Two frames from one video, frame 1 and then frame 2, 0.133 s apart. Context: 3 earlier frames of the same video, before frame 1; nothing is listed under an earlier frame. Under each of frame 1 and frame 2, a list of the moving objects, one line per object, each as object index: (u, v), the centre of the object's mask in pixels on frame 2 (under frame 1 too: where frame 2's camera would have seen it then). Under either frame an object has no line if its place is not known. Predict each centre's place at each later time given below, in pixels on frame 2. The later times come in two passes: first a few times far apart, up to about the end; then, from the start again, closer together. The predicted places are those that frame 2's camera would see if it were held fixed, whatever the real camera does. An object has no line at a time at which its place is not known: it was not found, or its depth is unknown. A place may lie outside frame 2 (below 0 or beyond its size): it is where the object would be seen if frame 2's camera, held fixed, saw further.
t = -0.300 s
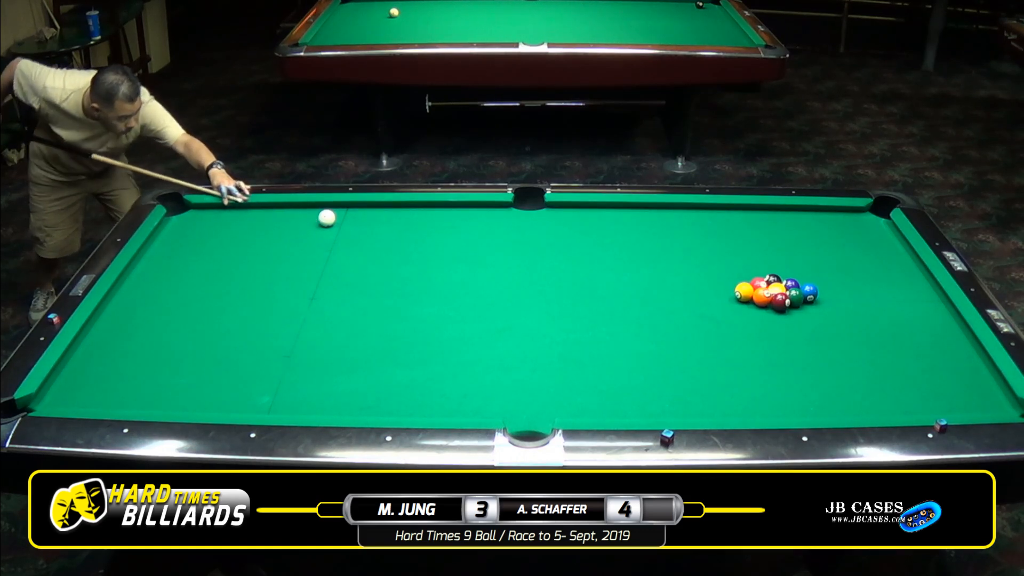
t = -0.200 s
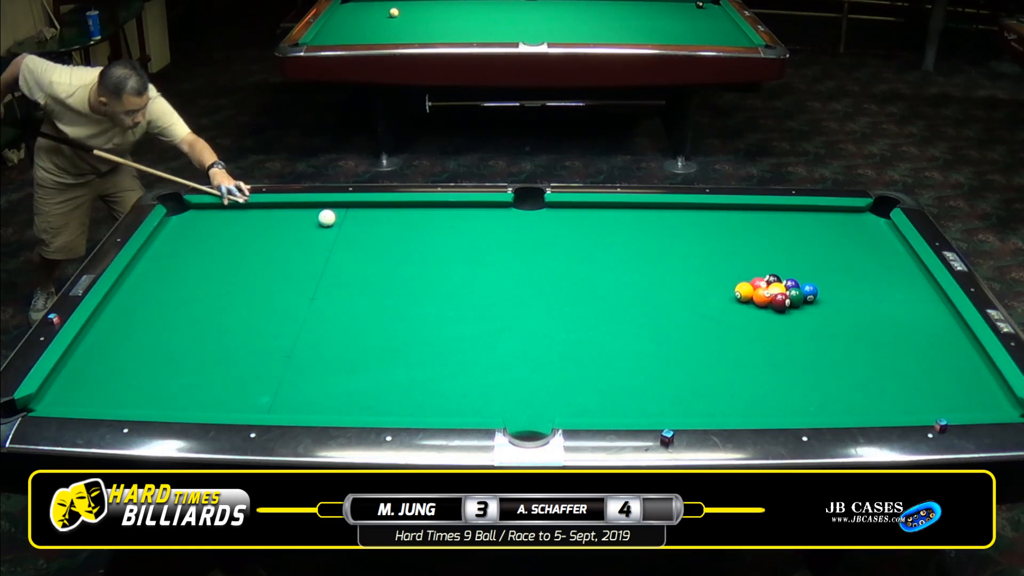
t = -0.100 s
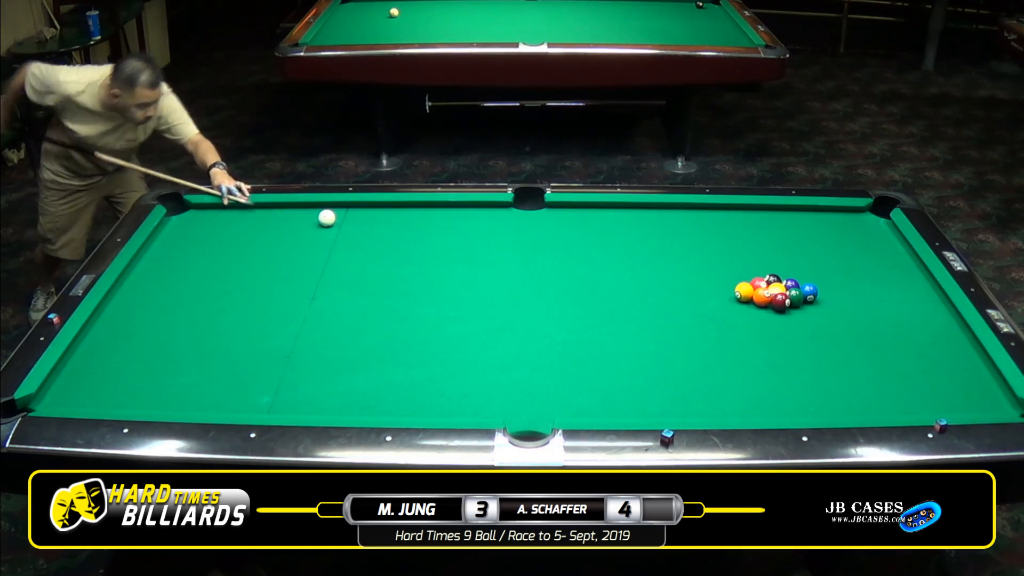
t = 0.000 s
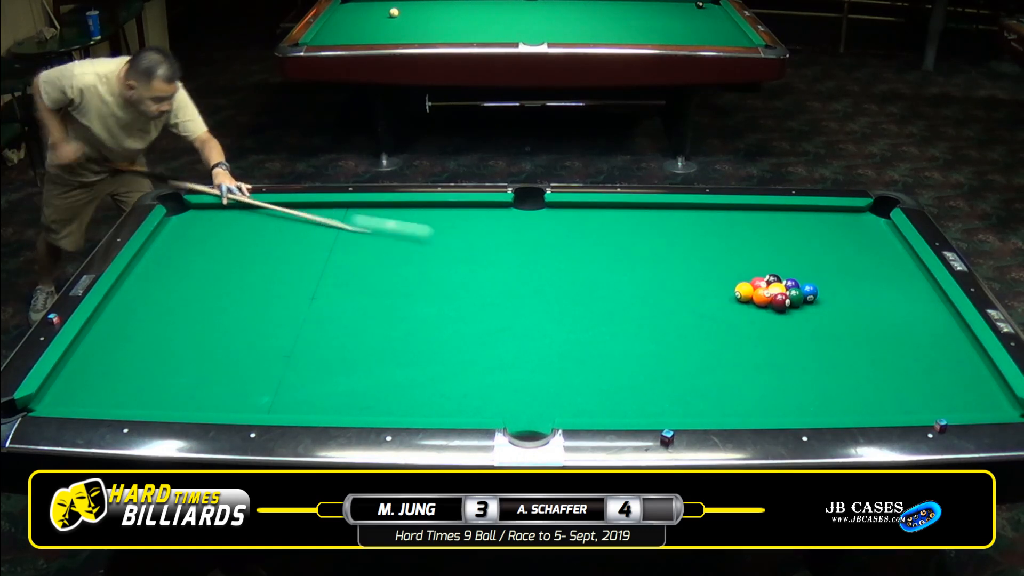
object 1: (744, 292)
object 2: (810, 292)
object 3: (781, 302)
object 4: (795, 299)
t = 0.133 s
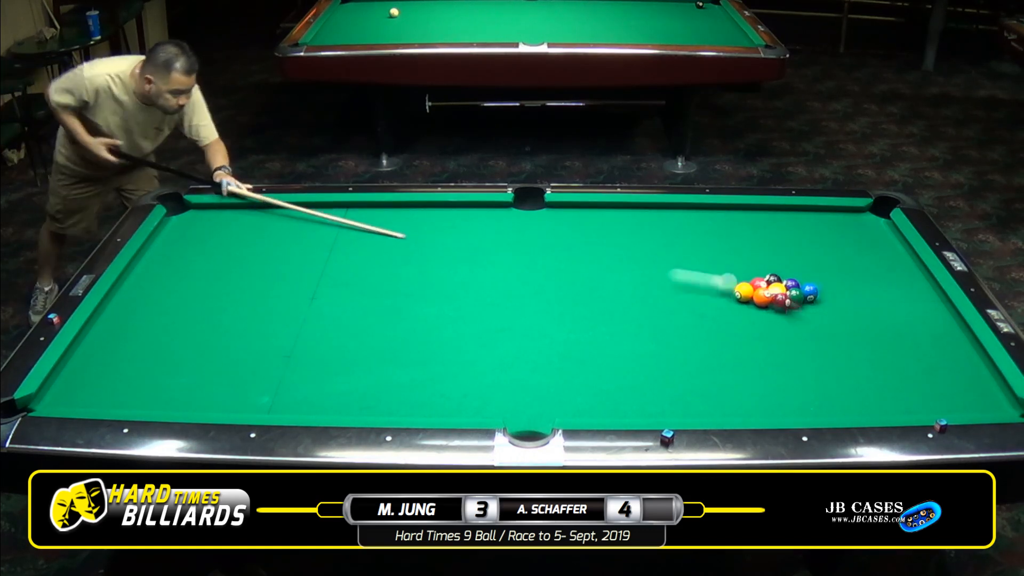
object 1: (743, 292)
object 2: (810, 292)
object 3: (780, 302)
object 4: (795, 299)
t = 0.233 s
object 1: (725, 302)
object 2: (866, 274)
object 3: (916, 385)
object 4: (803, 302)
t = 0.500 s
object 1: (668, 332)
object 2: (857, 246)
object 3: (926, 303)
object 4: (826, 309)
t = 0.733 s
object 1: (615, 360)
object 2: (777, 229)
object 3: (867, 273)
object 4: (843, 316)
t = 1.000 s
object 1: (549, 395)
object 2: (691, 210)
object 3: (817, 254)
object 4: (862, 324)
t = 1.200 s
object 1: (507, 410)
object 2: (641, 212)
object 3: (781, 240)
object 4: (875, 328)
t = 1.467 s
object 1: (500, 387)
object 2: (579, 224)
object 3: (737, 224)
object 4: (890, 335)
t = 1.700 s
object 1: (495, 369)
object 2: (523, 233)
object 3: (702, 210)
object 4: (902, 339)
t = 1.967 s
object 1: (489, 350)
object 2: (458, 245)
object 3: (654, 211)
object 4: (915, 345)
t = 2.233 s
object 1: (485, 333)
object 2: (393, 257)
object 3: (602, 218)
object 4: (925, 349)
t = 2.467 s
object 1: (481, 320)
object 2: (336, 267)
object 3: (558, 224)
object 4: (932, 352)
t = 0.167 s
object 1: (739, 294)
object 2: (826, 286)
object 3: (822, 325)
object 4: (796, 300)
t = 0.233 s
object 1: (725, 302)
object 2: (866, 274)
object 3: (916, 385)
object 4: (803, 302)
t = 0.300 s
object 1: (711, 310)
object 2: (896, 264)
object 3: (960, 386)
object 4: (809, 304)
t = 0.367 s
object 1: (697, 317)
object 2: (906, 257)
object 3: (964, 352)
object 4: (815, 306)
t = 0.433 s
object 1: (683, 325)
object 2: (880, 252)
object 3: (957, 325)
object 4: (820, 307)
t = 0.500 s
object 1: (668, 332)
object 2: (857, 246)
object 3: (926, 303)
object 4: (826, 309)
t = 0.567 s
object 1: (654, 340)
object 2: (834, 241)
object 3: (899, 283)
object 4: (831, 311)
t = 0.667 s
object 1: (631, 352)
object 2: (799, 234)
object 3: (880, 277)
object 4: (838, 314)
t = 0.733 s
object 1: (615, 360)
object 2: (777, 229)
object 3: (867, 273)
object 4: (843, 316)
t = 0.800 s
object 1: (599, 369)
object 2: (754, 224)
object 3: (854, 267)
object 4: (848, 317)
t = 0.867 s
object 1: (583, 377)
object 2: (733, 219)
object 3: (841, 263)
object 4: (853, 319)
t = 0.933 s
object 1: (566, 386)
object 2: (712, 215)
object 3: (829, 258)
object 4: (858, 322)
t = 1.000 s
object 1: (549, 395)
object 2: (691, 210)
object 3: (817, 254)
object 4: (862, 324)
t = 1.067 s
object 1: (532, 403)
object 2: (671, 208)
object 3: (805, 249)
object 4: (867, 325)
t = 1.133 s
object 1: (514, 412)
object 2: (656, 210)
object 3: (793, 244)
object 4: (871, 327)
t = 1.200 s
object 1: (507, 410)
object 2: (641, 212)
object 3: (781, 240)
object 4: (875, 328)
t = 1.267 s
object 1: (505, 405)
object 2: (625, 215)
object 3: (770, 236)
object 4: (879, 330)
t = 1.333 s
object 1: (503, 399)
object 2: (610, 218)
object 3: (759, 231)
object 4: (883, 331)
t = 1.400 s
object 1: (502, 393)
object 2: (594, 221)
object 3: (748, 227)
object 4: (887, 333)
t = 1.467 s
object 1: (500, 387)
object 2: (579, 224)
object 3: (737, 224)
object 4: (890, 335)
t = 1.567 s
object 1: (498, 379)
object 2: (555, 227)
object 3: (722, 218)
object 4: (896, 337)
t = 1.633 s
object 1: (496, 374)
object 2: (539, 231)
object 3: (712, 214)
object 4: (899, 338)
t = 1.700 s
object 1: (495, 369)
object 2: (523, 233)
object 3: (702, 210)
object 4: (902, 339)
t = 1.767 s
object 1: (493, 364)
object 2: (507, 236)
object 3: (692, 207)
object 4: (906, 340)
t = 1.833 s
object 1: (492, 359)
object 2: (491, 239)
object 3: (679, 208)
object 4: (909, 342)
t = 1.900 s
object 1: (491, 354)
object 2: (475, 242)
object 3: (667, 210)
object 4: (912, 344)
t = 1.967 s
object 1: (489, 350)
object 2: (458, 245)
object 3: (654, 211)
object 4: (915, 345)
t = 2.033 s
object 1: (488, 346)
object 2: (442, 248)
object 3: (641, 213)
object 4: (917, 345)
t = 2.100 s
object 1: (487, 341)
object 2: (426, 251)
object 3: (628, 215)
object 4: (920, 347)
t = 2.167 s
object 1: (486, 337)
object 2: (409, 253)
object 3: (615, 217)
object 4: (922, 348)
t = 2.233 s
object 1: (485, 333)
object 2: (393, 257)
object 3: (602, 218)
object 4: (925, 349)
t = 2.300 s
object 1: (483, 330)
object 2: (377, 259)
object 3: (590, 220)
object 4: (927, 350)
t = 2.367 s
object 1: (483, 326)
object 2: (360, 262)
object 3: (577, 221)
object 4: (929, 350)
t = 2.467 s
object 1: (481, 320)
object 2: (336, 267)
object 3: (558, 224)
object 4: (932, 352)
